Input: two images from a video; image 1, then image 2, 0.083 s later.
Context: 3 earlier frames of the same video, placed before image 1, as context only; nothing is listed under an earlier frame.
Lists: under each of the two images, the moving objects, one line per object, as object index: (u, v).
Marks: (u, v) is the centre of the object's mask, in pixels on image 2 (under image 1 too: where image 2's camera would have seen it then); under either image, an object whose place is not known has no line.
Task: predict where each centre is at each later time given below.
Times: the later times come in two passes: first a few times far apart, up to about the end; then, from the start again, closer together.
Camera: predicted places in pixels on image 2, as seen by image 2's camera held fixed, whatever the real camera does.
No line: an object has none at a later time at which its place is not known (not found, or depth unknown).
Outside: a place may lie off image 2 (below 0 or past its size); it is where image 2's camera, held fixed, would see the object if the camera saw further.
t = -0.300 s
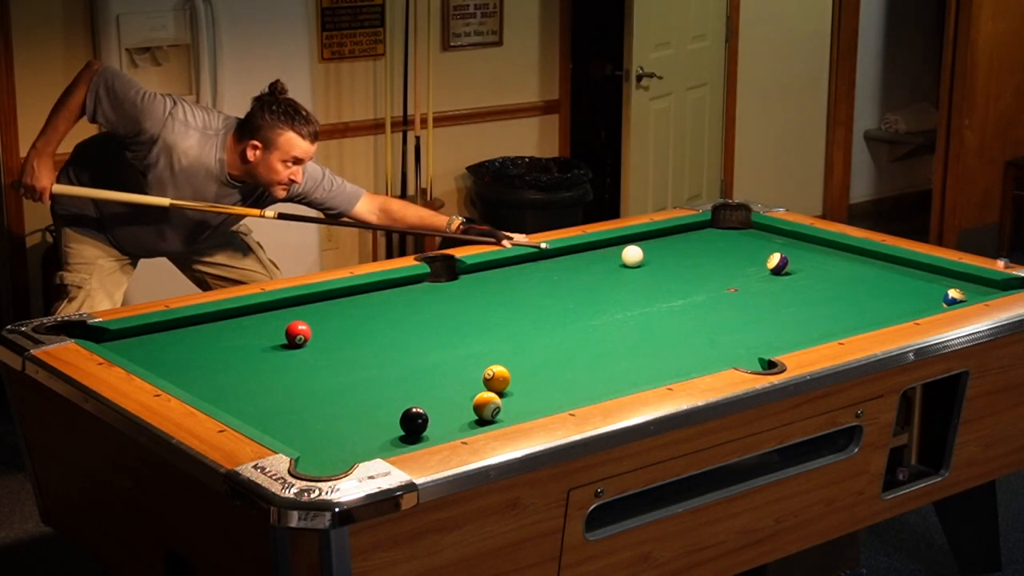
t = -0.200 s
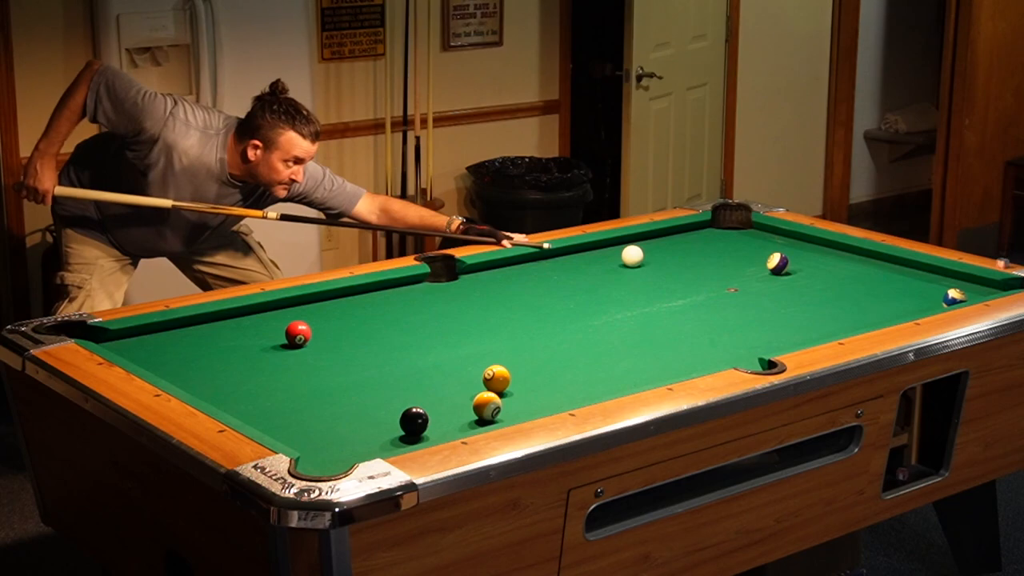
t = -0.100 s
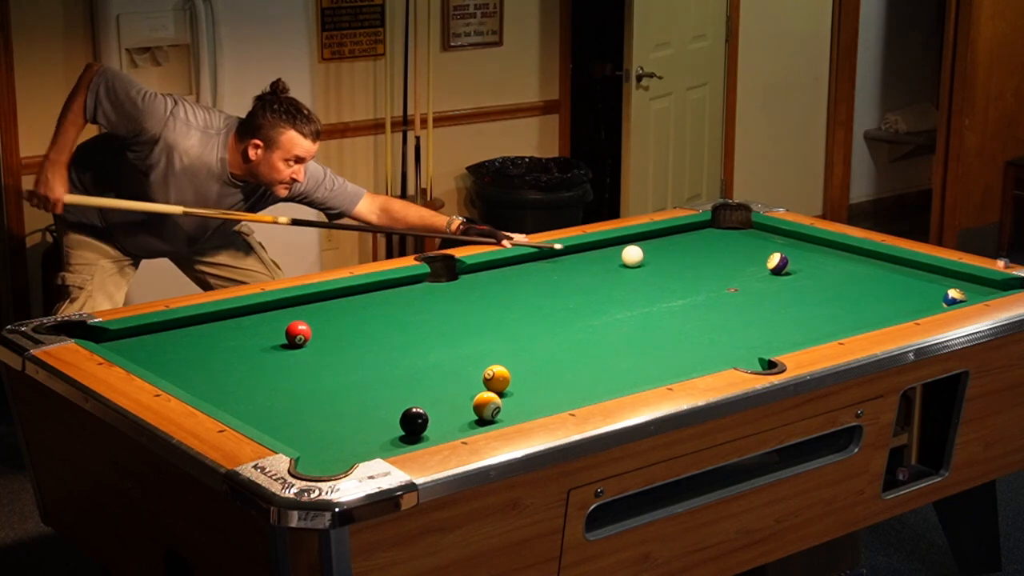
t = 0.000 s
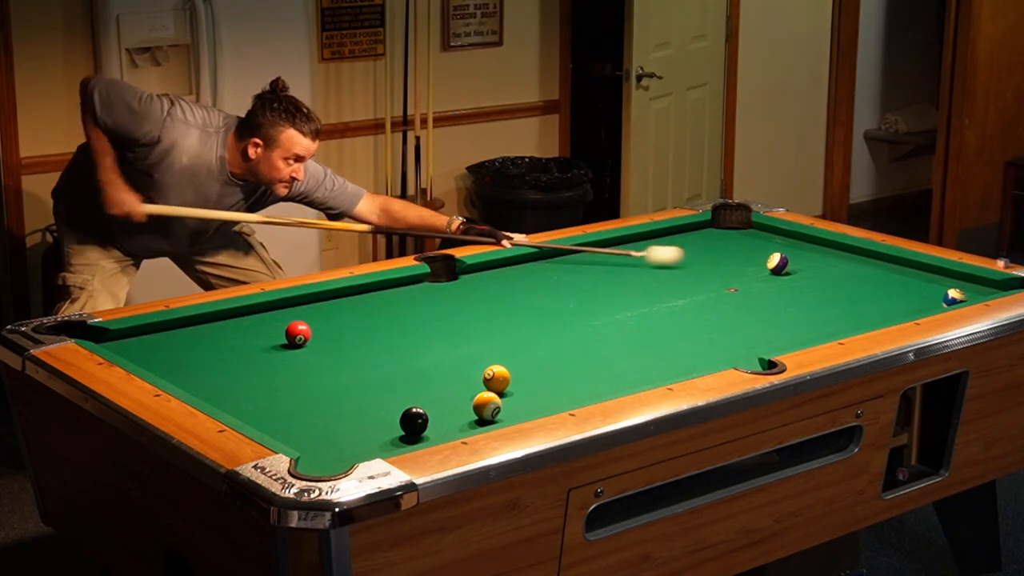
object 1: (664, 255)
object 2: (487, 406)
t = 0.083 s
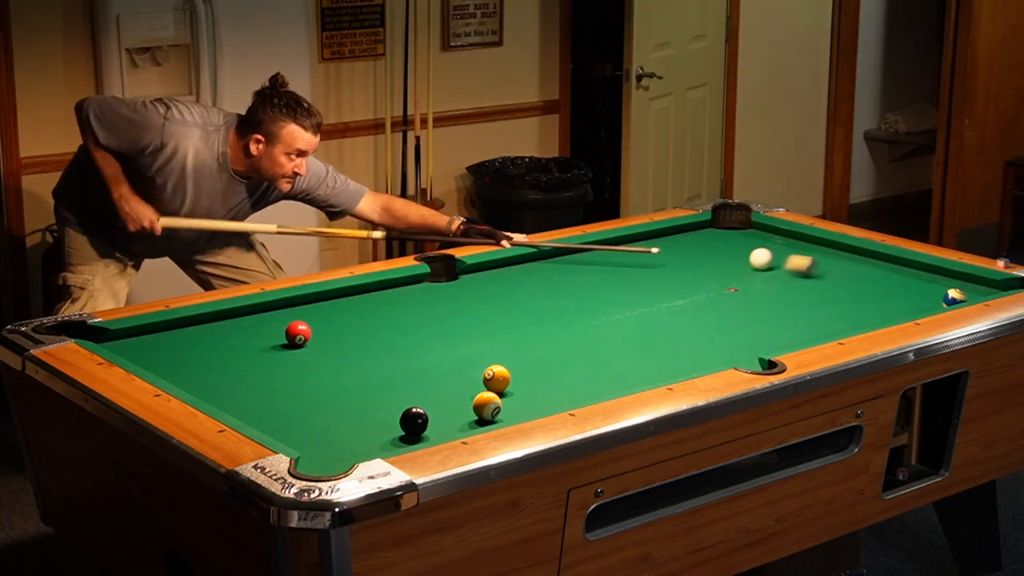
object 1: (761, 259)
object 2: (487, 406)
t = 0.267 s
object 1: (812, 246)
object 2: (487, 406)
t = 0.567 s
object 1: (800, 261)
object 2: (487, 406)
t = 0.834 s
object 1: (771, 279)
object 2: (487, 406)
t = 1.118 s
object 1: (739, 300)
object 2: (487, 406)
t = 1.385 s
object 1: (707, 321)
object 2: (487, 406)
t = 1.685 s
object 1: (669, 345)
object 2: (487, 406)
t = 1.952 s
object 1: (634, 368)
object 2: (487, 406)
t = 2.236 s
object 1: (595, 388)
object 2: (487, 406)
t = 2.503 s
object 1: (542, 401)
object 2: (487, 406)
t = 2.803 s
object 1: (504, 411)
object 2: (465, 404)
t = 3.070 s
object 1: (486, 417)
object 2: (437, 404)
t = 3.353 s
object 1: (468, 423)
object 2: (411, 400)
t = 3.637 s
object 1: (453, 426)
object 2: (391, 402)
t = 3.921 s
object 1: (442, 428)
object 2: (375, 401)
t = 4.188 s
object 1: (434, 429)
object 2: (363, 401)
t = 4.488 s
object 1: (430, 429)
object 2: (356, 400)
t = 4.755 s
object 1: (429, 429)
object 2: (354, 400)
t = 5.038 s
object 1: (429, 429)
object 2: (354, 400)
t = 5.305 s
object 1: (429, 429)
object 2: (354, 400)
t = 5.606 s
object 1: (429, 429)
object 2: (354, 400)
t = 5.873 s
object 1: (429, 429)
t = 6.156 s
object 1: (429, 430)
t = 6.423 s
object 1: (429, 430)
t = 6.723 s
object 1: (429, 430)
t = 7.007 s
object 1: (429, 430)
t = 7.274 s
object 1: (429, 430)
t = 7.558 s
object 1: (429, 430)
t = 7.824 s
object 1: (429, 430)
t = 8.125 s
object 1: (429, 430)
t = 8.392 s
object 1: (429, 430)
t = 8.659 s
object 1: (429, 430)
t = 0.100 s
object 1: (764, 257)
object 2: (487, 406)
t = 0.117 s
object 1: (768, 256)
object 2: (487, 406)
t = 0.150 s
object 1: (776, 253)
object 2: (487, 406)
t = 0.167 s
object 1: (780, 252)
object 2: (487, 406)
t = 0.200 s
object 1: (790, 249)
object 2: (487, 406)
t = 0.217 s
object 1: (795, 249)
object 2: (487, 406)
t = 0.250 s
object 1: (807, 247)
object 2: (487, 406)
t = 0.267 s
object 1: (812, 246)
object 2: (487, 406)
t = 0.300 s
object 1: (826, 244)
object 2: (487, 406)
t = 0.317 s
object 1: (829, 244)
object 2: (487, 406)
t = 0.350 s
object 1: (824, 247)
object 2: (487, 406)
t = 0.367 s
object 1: (821, 248)
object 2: (487, 406)
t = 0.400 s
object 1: (817, 250)
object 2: (487, 406)
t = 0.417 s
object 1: (815, 251)
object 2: (487, 406)
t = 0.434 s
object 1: (814, 252)
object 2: (487, 406)
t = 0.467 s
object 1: (810, 254)
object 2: (487, 406)
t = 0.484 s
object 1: (808, 255)
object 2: (487, 406)
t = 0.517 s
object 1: (805, 258)
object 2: (487, 406)
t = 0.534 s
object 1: (803, 259)
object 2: (487, 406)
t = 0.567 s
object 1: (800, 261)
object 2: (487, 406)
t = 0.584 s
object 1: (798, 262)
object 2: (487, 406)
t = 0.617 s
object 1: (795, 264)
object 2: (487, 406)
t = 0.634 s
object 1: (793, 265)
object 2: (487, 406)
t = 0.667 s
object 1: (789, 268)
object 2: (487, 406)
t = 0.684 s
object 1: (788, 269)
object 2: (487, 406)
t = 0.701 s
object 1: (786, 270)
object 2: (487, 406)
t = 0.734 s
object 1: (782, 272)
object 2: (487, 406)
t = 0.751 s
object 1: (780, 274)
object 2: (487, 406)
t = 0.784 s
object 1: (777, 276)
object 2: (487, 406)
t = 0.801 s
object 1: (775, 277)
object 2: (487, 406)
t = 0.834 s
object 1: (771, 279)
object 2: (487, 406)
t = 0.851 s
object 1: (769, 281)
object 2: (487, 406)
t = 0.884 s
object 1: (766, 283)
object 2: (487, 406)
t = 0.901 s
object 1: (764, 284)
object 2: (487, 406)
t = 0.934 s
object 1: (760, 287)
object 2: (487, 406)
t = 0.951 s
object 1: (758, 288)
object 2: (487, 406)
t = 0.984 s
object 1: (754, 290)
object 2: (487, 406)
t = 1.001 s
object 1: (752, 291)
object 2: (487, 406)
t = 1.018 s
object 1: (750, 293)
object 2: (487, 406)
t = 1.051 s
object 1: (746, 295)
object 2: (487, 406)
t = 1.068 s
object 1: (745, 296)
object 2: (487, 406)
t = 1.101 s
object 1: (741, 299)
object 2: (487, 406)
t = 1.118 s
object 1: (739, 300)
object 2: (487, 406)
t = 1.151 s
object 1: (735, 302)
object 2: (487, 406)
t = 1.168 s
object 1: (733, 303)
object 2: (487, 406)
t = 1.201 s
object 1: (729, 306)
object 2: (487, 406)
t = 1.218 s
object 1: (727, 307)
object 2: (487, 406)
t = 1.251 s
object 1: (723, 310)
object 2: (487, 406)
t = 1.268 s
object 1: (721, 312)
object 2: (487, 406)
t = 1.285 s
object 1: (719, 313)
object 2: (487, 406)
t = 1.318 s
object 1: (715, 315)
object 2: (487, 406)
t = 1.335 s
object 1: (713, 317)
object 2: (487, 406)
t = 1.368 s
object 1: (709, 319)
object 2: (487, 406)
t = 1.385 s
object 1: (707, 321)
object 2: (487, 406)
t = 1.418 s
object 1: (703, 323)
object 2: (487, 406)
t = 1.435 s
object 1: (701, 325)
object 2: (487, 406)
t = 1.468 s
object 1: (696, 327)
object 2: (487, 406)
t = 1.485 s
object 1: (694, 329)
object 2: (487, 406)
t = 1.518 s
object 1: (690, 331)
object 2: (487, 406)
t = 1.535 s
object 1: (688, 333)
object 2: (487, 406)
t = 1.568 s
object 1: (684, 335)
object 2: (487, 406)
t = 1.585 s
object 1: (682, 337)
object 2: (487, 406)
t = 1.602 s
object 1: (679, 338)
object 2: (487, 406)
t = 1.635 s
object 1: (675, 341)
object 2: (487, 406)
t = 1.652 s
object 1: (673, 342)
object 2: (487, 406)
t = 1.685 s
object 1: (669, 345)
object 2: (487, 406)
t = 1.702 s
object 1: (667, 346)
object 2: (487, 406)
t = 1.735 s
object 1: (662, 349)
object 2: (487, 406)
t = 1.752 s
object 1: (660, 351)
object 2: (487, 406)
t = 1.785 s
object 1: (656, 353)
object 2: (487, 406)
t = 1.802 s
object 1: (654, 355)
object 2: (487, 406)
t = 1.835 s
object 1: (649, 358)
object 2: (487, 406)
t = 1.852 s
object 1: (647, 359)
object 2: (487, 406)
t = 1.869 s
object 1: (645, 360)
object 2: (487, 406)
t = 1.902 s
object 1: (641, 363)
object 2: (487, 406)
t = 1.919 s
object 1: (638, 365)
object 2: (487, 406)
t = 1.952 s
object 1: (634, 368)
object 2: (487, 406)
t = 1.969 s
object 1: (632, 369)
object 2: (487, 406)
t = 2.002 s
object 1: (627, 372)
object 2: (487, 406)
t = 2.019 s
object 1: (625, 373)
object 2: (487, 406)
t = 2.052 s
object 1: (621, 376)
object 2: (487, 406)
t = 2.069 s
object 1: (618, 377)
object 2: (487, 406)
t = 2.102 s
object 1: (613, 379)
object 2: (487, 406)
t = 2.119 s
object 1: (611, 381)
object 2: (487, 406)
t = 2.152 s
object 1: (606, 383)
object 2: (487, 406)
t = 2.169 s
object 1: (604, 384)
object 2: (487, 406)
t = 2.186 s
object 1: (602, 385)
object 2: (487, 406)
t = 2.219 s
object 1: (597, 387)
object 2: (487, 406)
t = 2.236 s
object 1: (595, 388)
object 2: (487, 406)
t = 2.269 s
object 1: (590, 391)
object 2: (487, 406)
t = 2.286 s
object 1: (587, 392)
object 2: (487, 406)
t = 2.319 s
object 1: (581, 394)
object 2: (487, 406)
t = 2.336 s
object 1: (577, 395)
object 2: (487, 406)
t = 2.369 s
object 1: (570, 396)
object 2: (487, 406)
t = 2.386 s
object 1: (567, 396)
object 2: (487, 406)
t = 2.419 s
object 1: (560, 398)
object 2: (487, 406)
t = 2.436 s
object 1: (556, 398)
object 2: (487, 406)
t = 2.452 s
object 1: (552, 399)
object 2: (487, 406)
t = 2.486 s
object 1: (545, 401)
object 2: (487, 406)
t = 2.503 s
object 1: (542, 401)
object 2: (487, 406)
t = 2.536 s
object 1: (535, 402)
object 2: (487, 405)
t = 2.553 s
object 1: (531, 403)
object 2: (487, 406)
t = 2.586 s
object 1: (524, 404)
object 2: (487, 406)
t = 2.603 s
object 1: (520, 405)
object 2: (487, 405)
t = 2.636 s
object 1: (515, 406)
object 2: (485, 405)
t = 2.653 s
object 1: (514, 407)
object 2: (483, 405)
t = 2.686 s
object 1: (512, 408)
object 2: (478, 405)
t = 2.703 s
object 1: (511, 408)
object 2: (476, 405)
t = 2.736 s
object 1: (508, 409)
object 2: (472, 405)
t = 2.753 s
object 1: (507, 410)
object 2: (471, 405)
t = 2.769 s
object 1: (506, 410)
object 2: (469, 405)
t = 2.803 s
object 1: (504, 411)
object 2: (465, 404)
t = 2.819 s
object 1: (503, 411)
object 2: (463, 404)
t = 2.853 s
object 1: (500, 412)
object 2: (459, 404)
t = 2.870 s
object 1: (499, 412)
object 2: (457, 404)
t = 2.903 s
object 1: (497, 413)
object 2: (454, 404)
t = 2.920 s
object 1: (496, 414)
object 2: (452, 404)
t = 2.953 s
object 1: (493, 415)
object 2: (449, 404)
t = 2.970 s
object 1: (492, 415)
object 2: (447, 404)
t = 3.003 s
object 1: (490, 416)
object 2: (443, 404)
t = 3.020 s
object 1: (489, 416)
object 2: (442, 404)
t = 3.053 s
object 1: (487, 417)
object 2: (438, 404)
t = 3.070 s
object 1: (486, 417)
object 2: (437, 404)
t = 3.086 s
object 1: (485, 418)
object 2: (435, 403)
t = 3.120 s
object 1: (483, 419)
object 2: (433, 403)
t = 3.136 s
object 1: (482, 419)
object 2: (431, 402)
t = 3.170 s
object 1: (480, 420)
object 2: (428, 402)
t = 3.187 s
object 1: (479, 420)
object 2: (427, 402)
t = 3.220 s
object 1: (477, 421)
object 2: (424, 401)
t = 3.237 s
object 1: (476, 421)
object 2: (422, 400)
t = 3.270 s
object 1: (474, 422)
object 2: (419, 400)
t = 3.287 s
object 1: (473, 422)
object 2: (417, 400)
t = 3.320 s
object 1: (470, 422)
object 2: (414, 399)
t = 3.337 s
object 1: (469, 423)
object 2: (413, 399)
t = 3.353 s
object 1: (468, 423)
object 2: (411, 400)
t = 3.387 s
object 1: (466, 423)
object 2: (408, 400)
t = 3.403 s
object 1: (465, 423)
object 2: (406, 400)
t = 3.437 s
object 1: (464, 424)
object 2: (404, 400)
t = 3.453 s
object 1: (462, 424)
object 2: (402, 400)
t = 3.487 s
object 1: (461, 424)
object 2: (400, 401)
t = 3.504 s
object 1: (460, 424)
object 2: (399, 401)
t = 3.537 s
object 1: (458, 425)
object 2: (397, 401)
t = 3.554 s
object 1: (457, 425)
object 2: (396, 401)
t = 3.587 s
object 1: (455, 426)
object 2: (394, 402)
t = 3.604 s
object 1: (455, 426)
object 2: (393, 402)
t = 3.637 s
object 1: (453, 426)
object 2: (391, 402)
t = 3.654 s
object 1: (452, 426)
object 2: (390, 402)
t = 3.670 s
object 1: (451, 426)
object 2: (389, 402)
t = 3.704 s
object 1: (450, 426)
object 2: (386, 402)
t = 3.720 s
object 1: (449, 426)
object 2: (386, 402)
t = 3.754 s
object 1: (448, 427)
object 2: (383, 401)
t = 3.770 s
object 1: (447, 427)
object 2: (382, 401)
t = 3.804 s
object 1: (446, 427)
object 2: (381, 401)
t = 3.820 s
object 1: (445, 427)
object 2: (380, 401)
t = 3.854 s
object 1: (444, 428)
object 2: (378, 401)
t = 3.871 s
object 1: (444, 428)
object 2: (377, 401)
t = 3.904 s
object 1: (442, 428)
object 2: (375, 401)
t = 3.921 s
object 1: (442, 428)
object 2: (375, 401)
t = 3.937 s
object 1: (441, 428)
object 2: (374, 401)
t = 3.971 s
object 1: (440, 428)
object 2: (372, 402)
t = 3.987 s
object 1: (440, 428)
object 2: (372, 401)
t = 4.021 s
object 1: (439, 428)
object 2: (370, 401)
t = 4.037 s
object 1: (438, 429)
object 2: (369, 401)
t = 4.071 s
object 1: (437, 429)
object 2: (368, 401)
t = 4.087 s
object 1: (437, 429)
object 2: (367, 401)
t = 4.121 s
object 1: (436, 429)
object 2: (366, 401)
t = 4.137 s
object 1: (435, 429)
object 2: (365, 401)
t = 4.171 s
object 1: (434, 429)
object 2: (364, 401)
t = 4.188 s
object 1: (434, 429)
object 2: (363, 401)
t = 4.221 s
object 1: (433, 429)
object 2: (362, 401)
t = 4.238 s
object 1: (433, 429)
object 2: (362, 401)
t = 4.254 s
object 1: (433, 429)
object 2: (361, 401)
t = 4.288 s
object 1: (432, 429)
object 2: (360, 401)
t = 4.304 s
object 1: (432, 429)
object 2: (360, 401)
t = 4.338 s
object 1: (432, 429)
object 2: (359, 401)
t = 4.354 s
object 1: (431, 429)
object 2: (359, 401)
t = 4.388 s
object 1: (431, 430)
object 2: (358, 401)
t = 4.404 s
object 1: (431, 430)
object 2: (358, 401)
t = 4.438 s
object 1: (430, 430)
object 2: (357, 401)
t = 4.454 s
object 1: (430, 429)
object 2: (357, 400)
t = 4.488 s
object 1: (430, 429)
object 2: (356, 400)
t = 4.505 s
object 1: (430, 429)
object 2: (356, 400)
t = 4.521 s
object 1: (430, 429)
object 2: (356, 400)
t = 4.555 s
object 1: (430, 429)
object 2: (356, 400)
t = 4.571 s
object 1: (430, 430)
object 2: (355, 400)
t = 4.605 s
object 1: (430, 429)
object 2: (355, 400)
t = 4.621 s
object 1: (430, 429)
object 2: (355, 400)
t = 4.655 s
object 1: (429, 429)
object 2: (355, 400)
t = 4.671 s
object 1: (429, 429)
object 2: (354, 400)
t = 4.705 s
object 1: (429, 429)
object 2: (354, 400)
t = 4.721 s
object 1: (429, 429)
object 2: (354, 400)
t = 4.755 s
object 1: (429, 429)
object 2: (354, 400)
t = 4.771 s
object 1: (429, 429)
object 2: (354, 400)
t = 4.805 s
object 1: (429, 429)
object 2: (354, 400)
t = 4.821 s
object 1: (430, 429)
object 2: (354, 400)
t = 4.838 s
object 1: (429, 429)
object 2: (354, 400)
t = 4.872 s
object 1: (429, 429)
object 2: (354, 400)
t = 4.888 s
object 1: (429, 429)
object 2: (354, 400)
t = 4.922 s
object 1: (429, 429)
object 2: (354, 400)
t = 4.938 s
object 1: (429, 429)
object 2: (354, 400)
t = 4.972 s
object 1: (429, 429)
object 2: (354, 400)
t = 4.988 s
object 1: (429, 429)
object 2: (354, 400)
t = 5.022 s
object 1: (429, 429)
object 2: (354, 400)
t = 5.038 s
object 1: (429, 429)
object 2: (354, 400)
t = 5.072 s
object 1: (429, 429)
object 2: (354, 400)
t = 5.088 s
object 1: (429, 429)
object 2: (354, 400)
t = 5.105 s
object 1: (429, 429)
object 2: (354, 400)
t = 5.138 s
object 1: (429, 429)
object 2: (354, 400)
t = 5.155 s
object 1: (429, 429)
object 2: (354, 400)
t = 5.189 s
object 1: (429, 429)
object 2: (354, 400)
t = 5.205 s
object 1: (429, 429)
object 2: (354, 400)
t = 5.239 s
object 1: (429, 429)
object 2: (354, 400)
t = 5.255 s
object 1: (429, 429)
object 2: (354, 400)
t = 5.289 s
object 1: (429, 429)
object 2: (354, 400)
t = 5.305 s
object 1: (429, 429)
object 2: (354, 400)
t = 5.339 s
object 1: (429, 429)
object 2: (354, 400)
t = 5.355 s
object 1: (429, 429)
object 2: (354, 400)
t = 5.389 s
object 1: (429, 430)
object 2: (354, 400)
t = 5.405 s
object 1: (429, 429)
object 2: (354, 400)
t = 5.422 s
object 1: (429, 429)
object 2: (354, 400)
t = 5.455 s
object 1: (429, 430)
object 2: (354, 400)
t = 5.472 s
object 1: (429, 429)
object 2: (354, 400)
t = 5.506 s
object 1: (429, 429)
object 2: (354, 400)
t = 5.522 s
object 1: (429, 429)
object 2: (354, 400)
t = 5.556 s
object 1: (429, 430)
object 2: (354, 400)
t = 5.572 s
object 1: (429, 430)
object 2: (354, 400)
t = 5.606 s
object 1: (429, 429)
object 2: (354, 400)
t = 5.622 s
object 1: (429, 430)
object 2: (354, 400)
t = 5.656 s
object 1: (429, 429)
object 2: (354, 400)
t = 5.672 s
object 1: (429, 429)
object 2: (354, 400)
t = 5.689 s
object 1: (429, 429)
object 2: (354, 400)
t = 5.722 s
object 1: (429, 429)
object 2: (354, 400)
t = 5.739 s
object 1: (429, 429)
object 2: (354, 400)
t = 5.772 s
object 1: (429, 429)
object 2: (354, 400)
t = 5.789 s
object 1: (429, 429)
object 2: (354, 400)
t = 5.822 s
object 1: (429, 429)
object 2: (354, 400)
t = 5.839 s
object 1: (429, 430)
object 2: (354, 400)
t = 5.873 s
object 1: (429, 429)
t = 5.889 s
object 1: (429, 430)
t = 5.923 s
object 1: (429, 430)
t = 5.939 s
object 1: (429, 430)
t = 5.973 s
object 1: (429, 430)
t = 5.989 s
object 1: (429, 430)
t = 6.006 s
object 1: (429, 430)
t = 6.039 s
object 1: (429, 430)
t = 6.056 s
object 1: (429, 430)
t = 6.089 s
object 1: (429, 430)
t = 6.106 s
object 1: (429, 430)
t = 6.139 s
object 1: (429, 430)
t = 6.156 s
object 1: (429, 430)
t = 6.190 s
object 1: (429, 429)
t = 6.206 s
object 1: (429, 429)
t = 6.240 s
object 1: (429, 430)
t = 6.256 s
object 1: (429, 430)
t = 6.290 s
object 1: (429, 429)
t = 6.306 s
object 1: (429, 430)
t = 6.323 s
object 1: (429, 430)
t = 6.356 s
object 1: (429, 430)
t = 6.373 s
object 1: (429, 430)
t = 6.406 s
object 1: (429, 430)
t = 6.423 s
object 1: (429, 430)
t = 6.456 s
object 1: (429, 430)
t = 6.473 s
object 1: (429, 430)
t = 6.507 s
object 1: (429, 430)
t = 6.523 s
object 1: (429, 430)
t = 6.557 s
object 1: (429, 430)
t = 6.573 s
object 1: (429, 430)
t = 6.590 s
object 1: (429, 430)
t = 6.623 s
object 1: (429, 430)
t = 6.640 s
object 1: (429, 430)
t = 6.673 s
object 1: (429, 430)
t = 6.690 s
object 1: (429, 430)
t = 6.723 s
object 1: (429, 430)
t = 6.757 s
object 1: (429, 430)
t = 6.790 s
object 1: (429, 430)
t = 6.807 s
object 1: (429, 430)
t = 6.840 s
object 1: (429, 430)
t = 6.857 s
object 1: (429, 430)
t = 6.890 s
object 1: (429, 430)
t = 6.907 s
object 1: (429, 430)
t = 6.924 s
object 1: (429, 430)
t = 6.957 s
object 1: (429, 430)
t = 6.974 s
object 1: (429, 430)
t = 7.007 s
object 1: (429, 430)
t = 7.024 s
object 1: (429, 430)
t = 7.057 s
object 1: (429, 430)
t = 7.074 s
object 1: (429, 430)
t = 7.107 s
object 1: (429, 430)
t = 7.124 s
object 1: (429, 430)
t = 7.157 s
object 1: (429, 429)
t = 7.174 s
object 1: (429, 430)
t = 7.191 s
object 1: (429, 430)
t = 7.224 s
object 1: (429, 429)
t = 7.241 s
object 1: (429, 429)
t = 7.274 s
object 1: (429, 430)
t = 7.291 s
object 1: (429, 430)
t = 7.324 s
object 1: (429, 429)
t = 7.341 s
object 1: (429, 429)
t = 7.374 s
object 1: (429, 430)
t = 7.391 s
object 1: (429, 430)
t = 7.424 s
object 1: (429, 430)
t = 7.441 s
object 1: (429, 430)
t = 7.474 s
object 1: (429, 430)
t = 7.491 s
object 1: (429, 430)
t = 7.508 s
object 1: (429, 430)
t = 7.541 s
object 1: (429, 430)
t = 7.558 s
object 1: (429, 430)
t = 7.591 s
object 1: (429, 430)
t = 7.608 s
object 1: (429, 430)
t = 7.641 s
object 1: (429, 430)
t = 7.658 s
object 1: (429, 430)
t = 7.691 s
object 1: (429, 430)
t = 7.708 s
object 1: (429, 430)
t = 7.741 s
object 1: (429, 430)
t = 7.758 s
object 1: (429, 430)
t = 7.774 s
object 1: (429, 430)
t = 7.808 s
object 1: (429, 430)
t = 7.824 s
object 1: (429, 430)
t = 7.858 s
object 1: (429, 430)
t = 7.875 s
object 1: (429, 430)
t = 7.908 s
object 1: (429, 430)
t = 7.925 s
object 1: (429, 430)
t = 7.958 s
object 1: (429, 430)
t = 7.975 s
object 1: (429, 430)
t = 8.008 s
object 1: (429, 430)
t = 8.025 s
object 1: (429, 430)
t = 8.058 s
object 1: (429, 430)
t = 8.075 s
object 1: (429, 430)
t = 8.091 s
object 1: (429, 430)
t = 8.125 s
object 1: (429, 430)
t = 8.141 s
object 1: (429, 430)
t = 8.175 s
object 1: (429, 430)
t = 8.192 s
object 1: (429, 430)
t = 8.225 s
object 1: (429, 430)
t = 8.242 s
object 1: (429, 430)
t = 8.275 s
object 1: (429, 430)
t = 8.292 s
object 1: (429, 430)
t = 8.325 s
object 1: (429, 430)
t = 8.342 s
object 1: (429, 430)
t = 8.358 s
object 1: (429, 430)
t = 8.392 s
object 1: (429, 430)
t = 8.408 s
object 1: (429, 430)
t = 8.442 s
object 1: (429, 430)
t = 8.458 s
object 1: (429, 430)
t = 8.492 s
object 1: (429, 430)
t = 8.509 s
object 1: (429, 430)
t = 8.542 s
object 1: (429, 430)
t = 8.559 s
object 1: (429, 430)
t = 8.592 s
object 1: (429, 430)
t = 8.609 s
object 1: (429, 430)
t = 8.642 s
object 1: (429, 430)
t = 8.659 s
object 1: (429, 430)
